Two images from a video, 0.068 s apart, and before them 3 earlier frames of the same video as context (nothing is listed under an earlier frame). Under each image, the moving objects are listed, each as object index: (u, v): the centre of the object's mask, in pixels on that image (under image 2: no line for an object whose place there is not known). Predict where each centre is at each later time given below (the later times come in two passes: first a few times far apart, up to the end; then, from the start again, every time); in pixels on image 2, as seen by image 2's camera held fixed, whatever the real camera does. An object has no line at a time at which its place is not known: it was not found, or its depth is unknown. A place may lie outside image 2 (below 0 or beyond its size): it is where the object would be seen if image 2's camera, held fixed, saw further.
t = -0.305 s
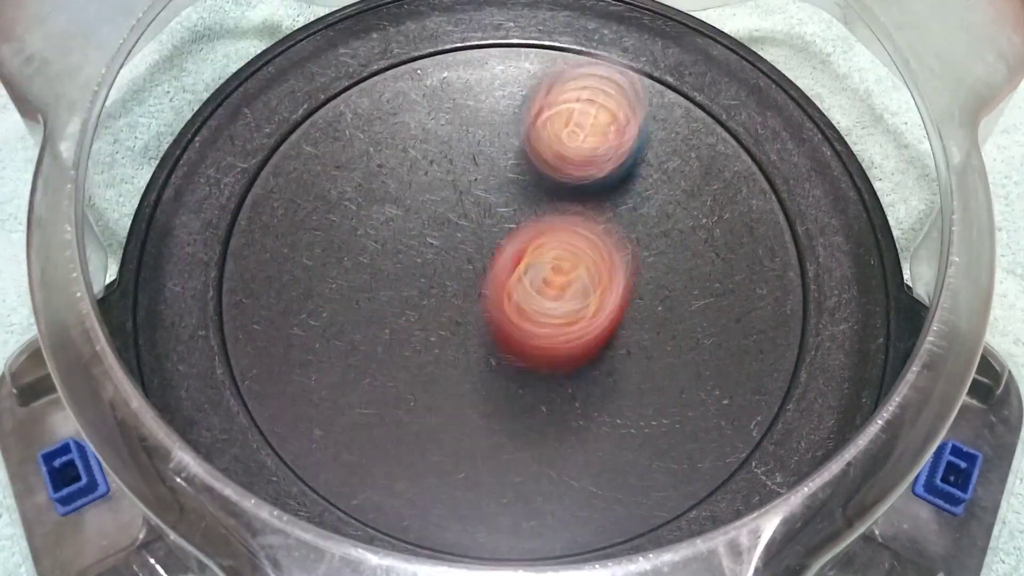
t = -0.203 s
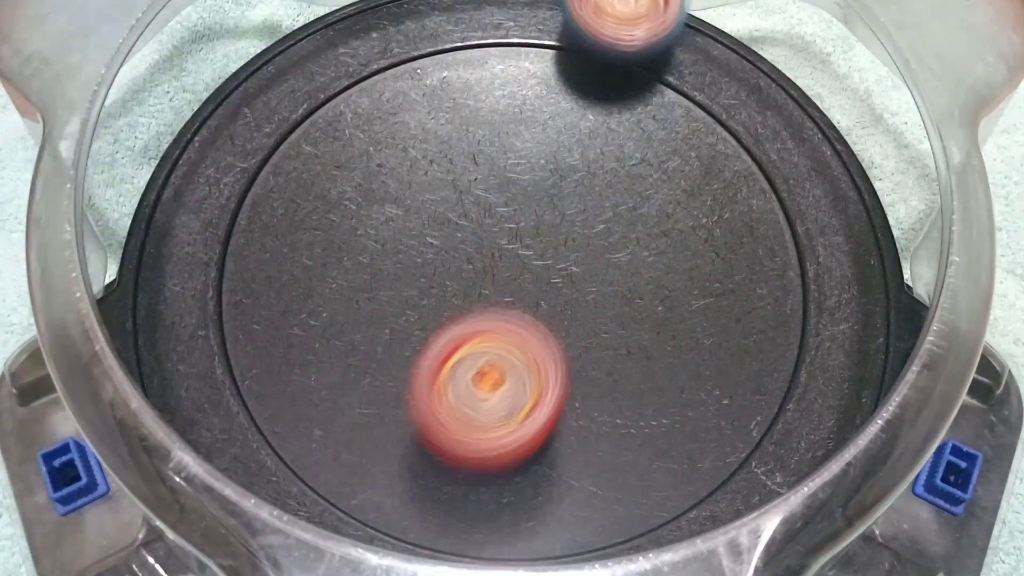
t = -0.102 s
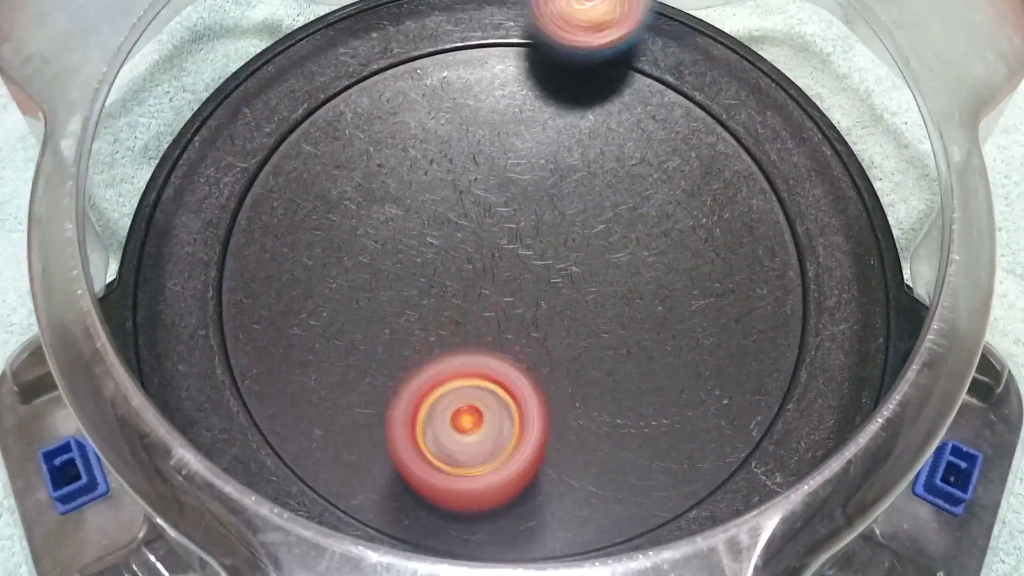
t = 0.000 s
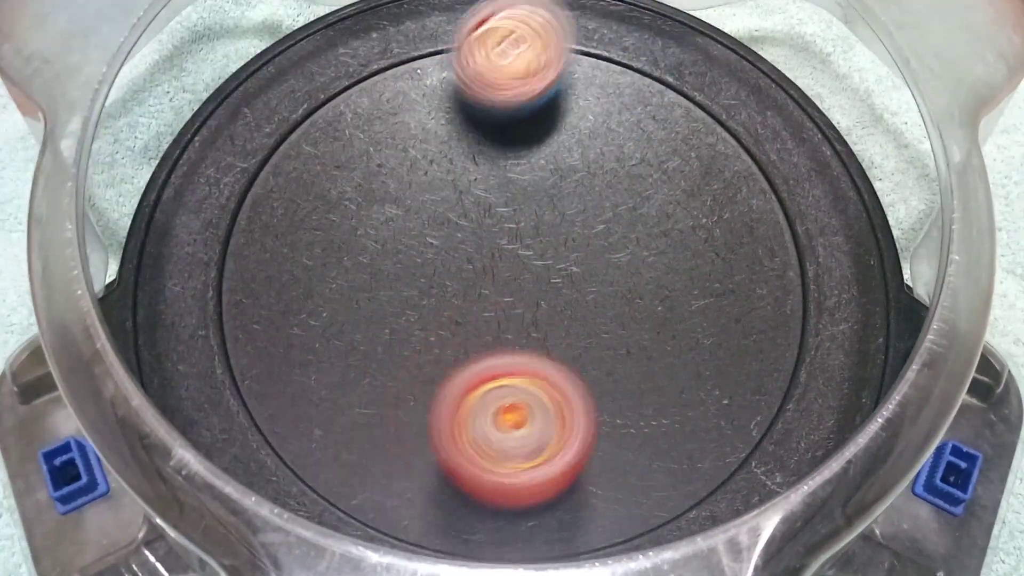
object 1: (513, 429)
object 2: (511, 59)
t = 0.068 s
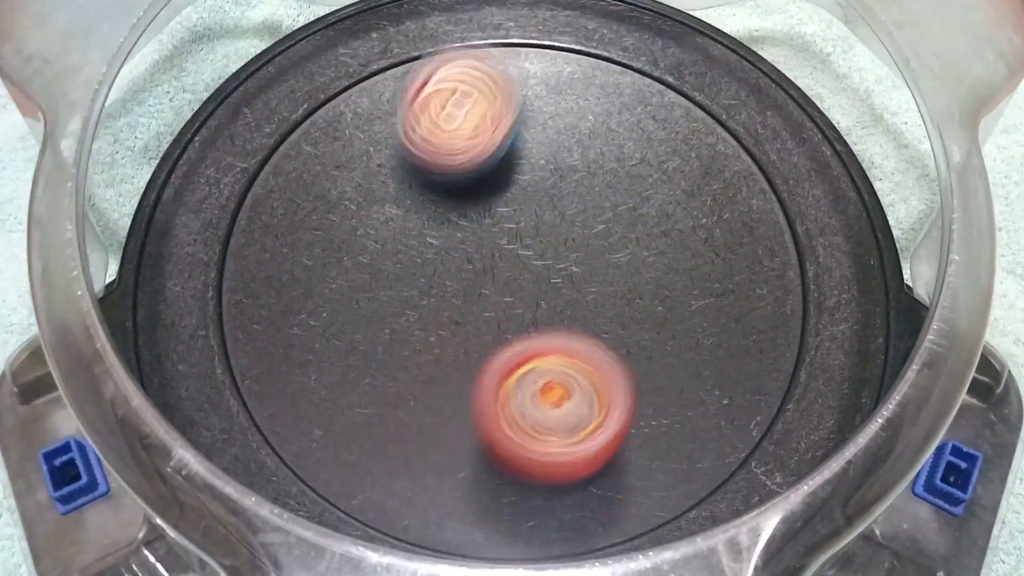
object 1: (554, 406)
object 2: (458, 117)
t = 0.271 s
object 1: (647, 331)
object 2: (334, 285)
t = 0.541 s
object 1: (667, 218)
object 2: (268, 372)
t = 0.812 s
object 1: (500, 220)
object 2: (519, 395)
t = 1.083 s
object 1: (422, 295)
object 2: (623, 238)
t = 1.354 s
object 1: (478, 317)
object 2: (531, 125)
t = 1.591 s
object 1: (502, 273)
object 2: (425, 159)
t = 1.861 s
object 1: (552, 266)
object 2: (398, 249)
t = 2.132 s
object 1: (665, 256)
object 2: (326, 284)
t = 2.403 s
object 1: (606, 232)
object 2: (469, 303)
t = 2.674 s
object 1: (644, 202)
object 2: (435, 242)
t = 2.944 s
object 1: (580, 232)
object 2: (395, 230)
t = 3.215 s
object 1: (558, 313)
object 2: (403, 216)
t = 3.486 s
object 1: (546, 348)
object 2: (432, 202)
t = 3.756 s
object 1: (498, 332)
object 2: (498, 175)
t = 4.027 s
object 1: (440, 308)
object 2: (534, 131)
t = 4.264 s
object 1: (432, 266)
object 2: (535, 151)
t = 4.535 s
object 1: (391, 252)
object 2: (607, 191)
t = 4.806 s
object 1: (451, 228)
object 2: (616, 228)
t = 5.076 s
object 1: (442, 161)
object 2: (639, 325)
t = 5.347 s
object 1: (476, 181)
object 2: (589, 372)
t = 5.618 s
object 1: (553, 209)
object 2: (490, 355)
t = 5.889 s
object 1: (603, 249)
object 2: (406, 302)
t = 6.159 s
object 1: (592, 296)
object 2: (380, 234)
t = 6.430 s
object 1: (530, 317)
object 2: (412, 176)
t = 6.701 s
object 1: (453, 307)
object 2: (489, 156)
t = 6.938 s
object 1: (426, 270)
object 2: (565, 163)
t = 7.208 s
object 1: (435, 214)
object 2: (620, 204)
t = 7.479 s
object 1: (479, 185)
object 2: (619, 274)
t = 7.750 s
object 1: (543, 191)
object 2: (567, 335)
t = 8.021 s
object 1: (584, 232)
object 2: (484, 343)
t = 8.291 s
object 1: (580, 290)
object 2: (414, 308)
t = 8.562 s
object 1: (531, 320)
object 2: (405, 243)
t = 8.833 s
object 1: (513, 325)
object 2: (420, 161)
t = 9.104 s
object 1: (470, 281)
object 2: (487, 141)
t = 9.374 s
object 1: (443, 240)
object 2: (599, 136)
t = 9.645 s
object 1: (463, 210)
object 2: (649, 177)
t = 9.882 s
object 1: (457, 187)
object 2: (689, 278)
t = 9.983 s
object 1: (429, 176)
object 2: (710, 329)
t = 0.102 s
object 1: (569, 390)
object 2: (438, 158)
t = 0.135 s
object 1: (577, 371)
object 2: (425, 194)
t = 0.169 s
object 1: (576, 352)
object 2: (420, 236)
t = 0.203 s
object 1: (571, 332)
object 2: (421, 276)
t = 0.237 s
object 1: (602, 327)
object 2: (390, 288)
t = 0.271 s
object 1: (647, 331)
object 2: (334, 285)
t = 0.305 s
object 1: (682, 329)
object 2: (289, 284)
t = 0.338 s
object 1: (705, 322)
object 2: (255, 285)
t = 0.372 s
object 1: (718, 308)
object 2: (232, 290)
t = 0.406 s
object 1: (721, 289)
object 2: (222, 300)
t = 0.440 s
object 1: (714, 268)
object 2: (222, 317)
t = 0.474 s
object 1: (702, 247)
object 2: (230, 333)
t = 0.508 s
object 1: (686, 231)
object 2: (247, 354)
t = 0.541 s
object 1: (667, 218)
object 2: (268, 372)
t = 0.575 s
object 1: (646, 208)
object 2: (294, 390)
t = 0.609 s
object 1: (624, 201)
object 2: (323, 405)
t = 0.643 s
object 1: (600, 198)
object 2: (354, 415)
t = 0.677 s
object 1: (576, 199)
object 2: (391, 422)
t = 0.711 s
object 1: (555, 201)
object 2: (426, 420)
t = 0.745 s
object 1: (534, 206)
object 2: (460, 416)
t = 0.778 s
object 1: (516, 212)
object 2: (492, 408)
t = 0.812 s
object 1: (500, 220)
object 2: (519, 395)
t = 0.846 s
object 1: (485, 229)
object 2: (543, 378)
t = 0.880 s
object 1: (472, 240)
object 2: (563, 358)
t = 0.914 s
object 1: (462, 250)
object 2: (580, 337)
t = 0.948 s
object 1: (452, 260)
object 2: (596, 318)
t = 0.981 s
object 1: (440, 266)
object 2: (610, 299)
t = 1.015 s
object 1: (430, 273)
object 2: (619, 280)
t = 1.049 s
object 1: (424, 283)
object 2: (623, 258)
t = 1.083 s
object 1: (422, 295)
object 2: (623, 238)
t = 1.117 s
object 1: (421, 306)
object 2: (617, 218)
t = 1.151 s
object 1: (425, 318)
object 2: (610, 199)
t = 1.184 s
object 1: (433, 325)
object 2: (600, 182)
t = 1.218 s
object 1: (441, 327)
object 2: (590, 168)
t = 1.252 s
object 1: (452, 327)
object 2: (577, 153)
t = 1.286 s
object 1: (461, 325)
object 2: (562, 142)
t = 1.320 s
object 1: (470, 321)
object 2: (547, 132)
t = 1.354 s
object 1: (478, 317)
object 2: (531, 125)
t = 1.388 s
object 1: (485, 313)
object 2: (513, 122)
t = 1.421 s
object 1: (490, 308)
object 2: (495, 121)
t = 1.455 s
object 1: (494, 303)
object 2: (478, 124)
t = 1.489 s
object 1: (497, 297)
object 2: (462, 131)
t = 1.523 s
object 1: (499, 289)
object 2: (448, 139)
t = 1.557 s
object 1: (501, 282)
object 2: (437, 148)
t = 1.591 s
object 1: (502, 273)
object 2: (425, 159)
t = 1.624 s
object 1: (508, 273)
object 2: (414, 165)
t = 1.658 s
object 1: (519, 279)
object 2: (401, 166)
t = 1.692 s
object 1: (526, 282)
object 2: (392, 171)
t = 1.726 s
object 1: (534, 281)
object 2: (386, 183)
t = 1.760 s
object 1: (540, 278)
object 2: (382, 199)
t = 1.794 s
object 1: (546, 274)
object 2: (382, 217)
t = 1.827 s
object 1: (550, 270)
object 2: (388, 234)
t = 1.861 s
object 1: (552, 266)
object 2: (398, 249)
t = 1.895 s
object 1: (569, 267)
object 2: (393, 252)
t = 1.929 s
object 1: (604, 272)
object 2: (362, 249)
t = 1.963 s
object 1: (630, 273)
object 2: (342, 247)
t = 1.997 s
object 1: (649, 273)
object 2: (328, 249)
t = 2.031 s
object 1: (660, 270)
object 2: (322, 256)
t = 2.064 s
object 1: (664, 266)
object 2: (321, 264)
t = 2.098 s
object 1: (666, 261)
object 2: (322, 274)
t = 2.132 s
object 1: (665, 256)
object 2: (326, 284)
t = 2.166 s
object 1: (664, 251)
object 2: (334, 294)
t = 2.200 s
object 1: (662, 246)
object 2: (346, 302)
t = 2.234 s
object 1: (660, 242)
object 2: (362, 310)
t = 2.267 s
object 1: (654, 239)
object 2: (380, 316)
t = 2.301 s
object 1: (645, 237)
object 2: (402, 318)
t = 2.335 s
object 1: (633, 235)
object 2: (425, 317)
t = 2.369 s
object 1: (620, 233)
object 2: (448, 312)
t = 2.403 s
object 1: (606, 232)
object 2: (469, 303)
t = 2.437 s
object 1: (602, 228)
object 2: (476, 297)
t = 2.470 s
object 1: (609, 221)
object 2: (477, 290)
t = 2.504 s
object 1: (613, 215)
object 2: (479, 281)
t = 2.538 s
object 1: (614, 210)
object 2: (482, 273)
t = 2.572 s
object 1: (614, 206)
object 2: (483, 263)
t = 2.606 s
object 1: (626, 202)
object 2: (468, 255)
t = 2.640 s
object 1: (638, 201)
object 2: (449, 249)
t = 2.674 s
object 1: (644, 202)
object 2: (435, 242)
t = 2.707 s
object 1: (644, 206)
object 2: (424, 238)
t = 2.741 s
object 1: (640, 210)
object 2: (417, 233)
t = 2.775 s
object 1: (632, 213)
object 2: (411, 230)
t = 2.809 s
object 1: (622, 217)
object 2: (406, 231)
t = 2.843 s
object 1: (610, 220)
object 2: (400, 230)
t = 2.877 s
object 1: (599, 222)
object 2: (397, 230)
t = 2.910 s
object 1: (589, 226)
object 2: (395, 230)
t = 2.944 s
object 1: (580, 232)
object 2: (395, 230)
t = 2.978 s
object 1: (572, 239)
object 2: (396, 231)
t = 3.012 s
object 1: (565, 247)
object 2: (397, 230)
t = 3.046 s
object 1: (559, 256)
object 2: (400, 231)
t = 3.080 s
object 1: (553, 265)
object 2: (404, 232)
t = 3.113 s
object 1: (551, 276)
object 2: (408, 232)
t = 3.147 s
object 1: (552, 290)
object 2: (409, 229)
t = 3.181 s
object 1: (556, 302)
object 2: (404, 221)
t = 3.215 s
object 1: (558, 313)
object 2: (403, 216)
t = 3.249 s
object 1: (558, 322)
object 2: (404, 213)
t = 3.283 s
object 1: (558, 330)
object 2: (405, 211)
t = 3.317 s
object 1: (558, 337)
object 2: (407, 208)
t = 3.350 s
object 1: (557, 342)
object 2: (410, 206)
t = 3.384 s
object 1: (555, 346)
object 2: (415, 205)
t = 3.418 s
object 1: (553, 349)
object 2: (420, 205)
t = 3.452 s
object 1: (550, 349)
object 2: (425, 204)
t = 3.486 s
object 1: (546, 348)
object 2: (432, 202)
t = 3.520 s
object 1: (542, 344)
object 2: (439, 203)
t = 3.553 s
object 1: (538, 340)
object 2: (447, 202)
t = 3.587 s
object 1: (533, 336)
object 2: (457, 202)
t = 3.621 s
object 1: (527, 332)
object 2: (464, 200)
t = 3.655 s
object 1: (520, 329)
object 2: (474, 199)
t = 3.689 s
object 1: (513, 331)
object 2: (483, 195)
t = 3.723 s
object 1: (505, 332)
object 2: (491, 184)
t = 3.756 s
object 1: (498, 332)
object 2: (498, 175)
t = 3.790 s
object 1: (490, 331)
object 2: (504, 167)
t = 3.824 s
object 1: (481, 328)
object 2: (510, 160)
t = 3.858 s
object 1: (473, 325)
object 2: (516, 154)
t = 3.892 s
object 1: (465, 322)
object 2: (522, 146)
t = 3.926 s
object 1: (457, 319)
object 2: (527, 142)
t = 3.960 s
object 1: (451, 315)
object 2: (530, 137)
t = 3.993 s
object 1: (445, 312)
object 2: (533, 135)
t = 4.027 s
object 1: (440, 308)
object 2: (534, 131)
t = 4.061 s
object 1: (437, 302)
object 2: (535, 129)
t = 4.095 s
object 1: (434, 297)
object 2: (535, 130)
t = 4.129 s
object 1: (434, 292)
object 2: (535, 130)
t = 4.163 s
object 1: (433, 286)
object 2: (535, 135)
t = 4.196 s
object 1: (432, 280)
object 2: (535, 138)
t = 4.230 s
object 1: (432, 273)
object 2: (535, 143)
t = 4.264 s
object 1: (432, 266)
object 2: (535, 151)
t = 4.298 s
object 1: (432, 259)
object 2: (536, 161)
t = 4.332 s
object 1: (430, 252)
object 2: (541, 170)
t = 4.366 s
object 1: (413, 251)
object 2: (559, 174)
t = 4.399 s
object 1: (399, 251)
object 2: (577, 177)
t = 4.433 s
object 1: (390, 252)
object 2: (589, 181)
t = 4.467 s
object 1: (387, 252)
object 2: (597, 185)
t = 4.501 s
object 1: (388, 252)
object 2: (603, 188)
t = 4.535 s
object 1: (391, 252)
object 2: (607, 191)
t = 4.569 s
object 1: (397, 252)
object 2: (610, 195)
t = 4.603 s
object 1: (404, 251)
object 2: (613, 197)
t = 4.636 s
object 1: (412, 249)
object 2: (615, 201)
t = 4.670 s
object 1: (419, 246)
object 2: (617, 205)
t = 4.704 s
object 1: (427, 242)
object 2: (618, 210)
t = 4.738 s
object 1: (435, 238)
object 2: (618, 216)
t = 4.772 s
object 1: (443, 233)
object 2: (617, 222)
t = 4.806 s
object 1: (451, 228)
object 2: (616, 228)
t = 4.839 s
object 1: (459, 224)
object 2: (614, 235)
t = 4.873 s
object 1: (466, 219)
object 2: (613, 246)
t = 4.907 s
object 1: (460, 205)
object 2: (624, 262)
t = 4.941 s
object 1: (452, 190)
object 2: (634, 282)
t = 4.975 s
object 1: (446, 178)
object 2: (639, 295)
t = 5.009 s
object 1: (442, 171)
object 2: (640, 306)
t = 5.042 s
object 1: (441, 165)
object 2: (639, 316)
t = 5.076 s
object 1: (442, 161)
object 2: (639, 325)
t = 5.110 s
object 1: (444, 160)
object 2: (636, 334)
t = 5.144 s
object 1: (447, 160)
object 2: (633, 341)
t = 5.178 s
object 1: (450, 162)
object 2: (629, 350)
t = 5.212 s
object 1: (454, 166)
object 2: (624, 356)
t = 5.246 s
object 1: (458, 170)
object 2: (617, 361)
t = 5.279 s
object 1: (463, 173)
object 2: (608, 365)
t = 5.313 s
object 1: (469, 177)
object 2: (599, 369)
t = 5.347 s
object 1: (476, 181)
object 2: (589, 372)
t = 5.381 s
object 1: (484, 184)
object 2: (578, 372)
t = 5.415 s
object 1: (493, 188)
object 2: (567, 373)
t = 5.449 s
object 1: (503, 191)
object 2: (555, 373)
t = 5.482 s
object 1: (513, 194)
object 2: (541, 371)
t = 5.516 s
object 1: (523, 197)
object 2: (529, 368)
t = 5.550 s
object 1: (533, 201)
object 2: (514, 365)
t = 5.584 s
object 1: (543, 205)
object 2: (502, 359)
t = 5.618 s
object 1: (553, 209)
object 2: (490, 355)
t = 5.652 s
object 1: (563, 213)
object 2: (478, 348)
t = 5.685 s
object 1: (572, 217)
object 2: (467, 343)
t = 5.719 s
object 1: (579, 222)
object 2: (455, 337)
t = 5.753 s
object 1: (586, 227)
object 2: (444, 331)
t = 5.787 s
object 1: (592, 232)
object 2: (433, 325)
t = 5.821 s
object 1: (597, 237)
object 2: (423, 318)
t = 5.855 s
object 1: (600, 243)
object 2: (414, 311)
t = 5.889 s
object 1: (603, 249)
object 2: (406, 302)
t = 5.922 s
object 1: (604, 255)
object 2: (399, 294)
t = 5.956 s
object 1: (605, 262)
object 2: (393, 286)
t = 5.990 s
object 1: (604, 269)
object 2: (388, 277)
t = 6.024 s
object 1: (604, 275)
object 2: (384, 268)
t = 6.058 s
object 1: (602, 281)
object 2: (382, 259)
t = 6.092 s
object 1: (600, 286)
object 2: (380, 251)
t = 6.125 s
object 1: (596, 291)
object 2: (380, 242)
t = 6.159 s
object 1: (592, 296)
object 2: (380, 234)
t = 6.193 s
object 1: (586, 300)
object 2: (382, 225)
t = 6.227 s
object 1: (580, 304)
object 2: (383, 217)
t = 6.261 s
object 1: (573, 307)
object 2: (385, 208)
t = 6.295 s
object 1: (565, 310)
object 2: (389, 201)
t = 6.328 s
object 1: (558, 312)
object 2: (394, 194)
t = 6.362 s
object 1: (549, 314)
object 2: (399, 187)
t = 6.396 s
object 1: (540, 316)
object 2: (406, 182)
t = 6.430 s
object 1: (530, 317)
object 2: (412, 176)
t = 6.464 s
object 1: (521, 318)
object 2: (420, 171)
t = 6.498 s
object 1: (511, 319)
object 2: (429, 167)
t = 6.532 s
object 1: (501, 318)
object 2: (437, 164)
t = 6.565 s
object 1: (491, 316)
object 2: (447, 161)
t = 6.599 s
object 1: (481, 314)
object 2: (457, 159)
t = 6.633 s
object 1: (471, 312)
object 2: (468, 158)
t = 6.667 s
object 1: (462, 310)
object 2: (479, 157)
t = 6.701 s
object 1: (453, 307)
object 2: (489, 156)
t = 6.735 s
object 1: (446, 303)
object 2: (501, 154)
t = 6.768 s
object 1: (441, 299)
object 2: (512, 154)
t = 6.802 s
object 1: (437, 294)
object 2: (523, 157)
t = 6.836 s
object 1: (434, 289)
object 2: (534, 157)
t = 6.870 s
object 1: (431, 283)
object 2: (545, 159)
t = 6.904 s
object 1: (428, 277)
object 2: (556, 162)
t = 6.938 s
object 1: (426, 270)
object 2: (565, 163)
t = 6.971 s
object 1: (425, 263)
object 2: (575, 165)
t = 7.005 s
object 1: (425, 257)
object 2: (586, 169)
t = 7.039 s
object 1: (425, 250)
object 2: (593, 174)
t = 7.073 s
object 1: (426, 242)
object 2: (600, 178)
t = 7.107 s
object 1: (428, 235)
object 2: (606, 185)
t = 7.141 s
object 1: (430, 227)
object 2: (611, 190)
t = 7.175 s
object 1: (432, 220)
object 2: (616, 196)
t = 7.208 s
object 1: (435, 214)
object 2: (620, 204)
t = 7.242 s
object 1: (437, 208)
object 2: (623, 212)
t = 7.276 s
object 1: (442, 202)
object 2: (626, 221)
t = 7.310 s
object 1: (447, 198)
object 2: (627, 228)
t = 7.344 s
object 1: (452, 194)
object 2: (628, 237)
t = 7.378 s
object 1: (458, 191)
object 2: (626, 247)
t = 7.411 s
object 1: (465, 190)
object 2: (625, 255)
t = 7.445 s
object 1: (473, 186)
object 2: (622, 265)
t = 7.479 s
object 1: (479, 185)
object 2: (619, 274)
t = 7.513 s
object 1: (487, 184)
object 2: (614, 283)
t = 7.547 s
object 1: (495, 183)
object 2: (610, 292)
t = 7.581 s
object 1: (504, 183)
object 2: (605, 301)
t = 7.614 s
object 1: (512, 183)
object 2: (598, 308)
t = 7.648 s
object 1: (519, 183)
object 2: (592, 316)
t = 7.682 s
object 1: (527, 185)
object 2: (584, 323)
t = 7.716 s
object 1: (536, 187)
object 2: (575, 329)
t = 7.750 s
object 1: (543, 191)
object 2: (567, 335)
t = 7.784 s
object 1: (550, 195)
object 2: (557, 340)
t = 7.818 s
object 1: (556, 199)
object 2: (547, 343)
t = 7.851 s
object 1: (563, 203)
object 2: (537, 346)
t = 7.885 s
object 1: (568, 208)
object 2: (527, 347)
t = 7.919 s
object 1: (573, 213)
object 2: (516, 348)
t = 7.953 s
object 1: (577, 219)
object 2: (506, 348)
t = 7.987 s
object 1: (581, 225)
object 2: (495, 347)
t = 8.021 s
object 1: (584, 232)
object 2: (484, 343)
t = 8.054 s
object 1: (586, 239)
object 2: (473, 342)
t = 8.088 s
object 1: (587, 245)
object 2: (464, 339)
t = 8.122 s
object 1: (588, 252)
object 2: (453, 335)
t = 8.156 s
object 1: (588, 259)
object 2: (443, 331)
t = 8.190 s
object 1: (587, 267)
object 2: (434, 327)
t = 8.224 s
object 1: (585, 276)
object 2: (427, 321)
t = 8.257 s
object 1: (584, 283)
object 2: (420, 315)
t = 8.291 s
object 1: (580, 290)
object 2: (414, 308)
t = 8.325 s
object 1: (577, 295)
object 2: (409, 301)
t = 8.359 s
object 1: (572, 301)
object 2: (406, 293)
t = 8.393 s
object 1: (567, 305)
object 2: (403, 285)
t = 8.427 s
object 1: (560, 310)
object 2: (402, 276)
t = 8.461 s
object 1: (554, 314)
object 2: (401, 268)
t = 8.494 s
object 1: (546, 316)
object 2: (401, 260)
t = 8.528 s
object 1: (538, 318)
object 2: (403, 252)
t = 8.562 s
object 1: (531, 320)
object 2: (405, 243)
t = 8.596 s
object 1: (531, 328)
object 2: (403, 228)
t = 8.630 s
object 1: (530, 334)
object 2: (403, 212)
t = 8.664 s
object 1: (528, 337)
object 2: (404, 200)
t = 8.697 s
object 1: (526, 337)
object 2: (406, 190)
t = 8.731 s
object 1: (523, 335)
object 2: (407, 182)
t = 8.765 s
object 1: (521, 332)
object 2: (410, 174)
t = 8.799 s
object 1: (517, 328)
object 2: (414, 167)
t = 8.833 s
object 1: (513, 325)
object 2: (420, 161)
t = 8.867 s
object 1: (508, 320)
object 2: (426, 156)
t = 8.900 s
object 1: (503, 316)
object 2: (434, 152)
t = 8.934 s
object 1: (498, 311)
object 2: (441, 147)
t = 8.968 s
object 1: (492, 305)
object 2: (450, 144)
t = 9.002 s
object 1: (485, 300)
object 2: (459, 142)
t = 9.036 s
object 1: (480, 294)
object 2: (468, 141)
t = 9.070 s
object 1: (475, 288)
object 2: (477, 140)
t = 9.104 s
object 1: (470, 281)
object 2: (487, 141)
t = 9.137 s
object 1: (467, 274)
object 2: (498, 142)
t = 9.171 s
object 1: (463, 267)
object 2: (509, 145)
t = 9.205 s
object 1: (459, 263)
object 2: (521, 146)
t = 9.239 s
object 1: (453, 260)
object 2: (542, 140)
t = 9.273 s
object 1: (448, 255)
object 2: (563, 137)
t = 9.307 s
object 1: (445, 250)
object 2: (579, 135)
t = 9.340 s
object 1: (444, 245)
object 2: (590, 135)
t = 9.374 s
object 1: (443, 240)
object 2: (599, 136)
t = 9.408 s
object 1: (443, 235)
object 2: (608, 135)
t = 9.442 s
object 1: (444, 229)
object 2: (617, 139)
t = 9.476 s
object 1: (445, 225)
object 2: (625, 142)
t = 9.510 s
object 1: (447, 220)
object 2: (632, 147)
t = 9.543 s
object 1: (450, 217)
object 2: (638, 153)
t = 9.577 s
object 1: (454, 214)
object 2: (643, 160)
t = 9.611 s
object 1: (458, 212)
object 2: (646, 169)
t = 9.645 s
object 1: (463, 210)
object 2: (649, 177)
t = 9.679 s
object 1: (468, 209)
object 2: (648, 187)
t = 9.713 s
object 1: (474, 207)
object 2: (648, 197)
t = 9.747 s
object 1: (480, 207)
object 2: (648, 206)
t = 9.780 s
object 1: (488, 206)
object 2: (643, 218)
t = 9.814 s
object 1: (494, 206)
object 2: (640, 231)
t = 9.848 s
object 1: (478, 197)
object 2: (664, 254)
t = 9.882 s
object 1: (457, 187)
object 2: (689, 278)
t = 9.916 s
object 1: (443, 180)
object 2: (703, 300)
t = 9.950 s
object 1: (436, 177)
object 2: (709, 318)
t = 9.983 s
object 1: (429, 176)
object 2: (710, 329)
